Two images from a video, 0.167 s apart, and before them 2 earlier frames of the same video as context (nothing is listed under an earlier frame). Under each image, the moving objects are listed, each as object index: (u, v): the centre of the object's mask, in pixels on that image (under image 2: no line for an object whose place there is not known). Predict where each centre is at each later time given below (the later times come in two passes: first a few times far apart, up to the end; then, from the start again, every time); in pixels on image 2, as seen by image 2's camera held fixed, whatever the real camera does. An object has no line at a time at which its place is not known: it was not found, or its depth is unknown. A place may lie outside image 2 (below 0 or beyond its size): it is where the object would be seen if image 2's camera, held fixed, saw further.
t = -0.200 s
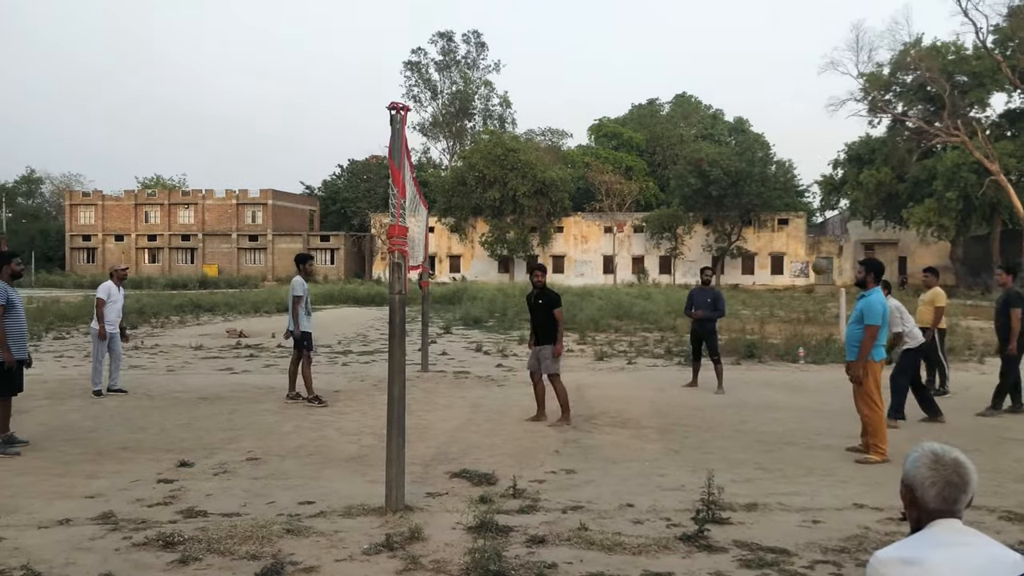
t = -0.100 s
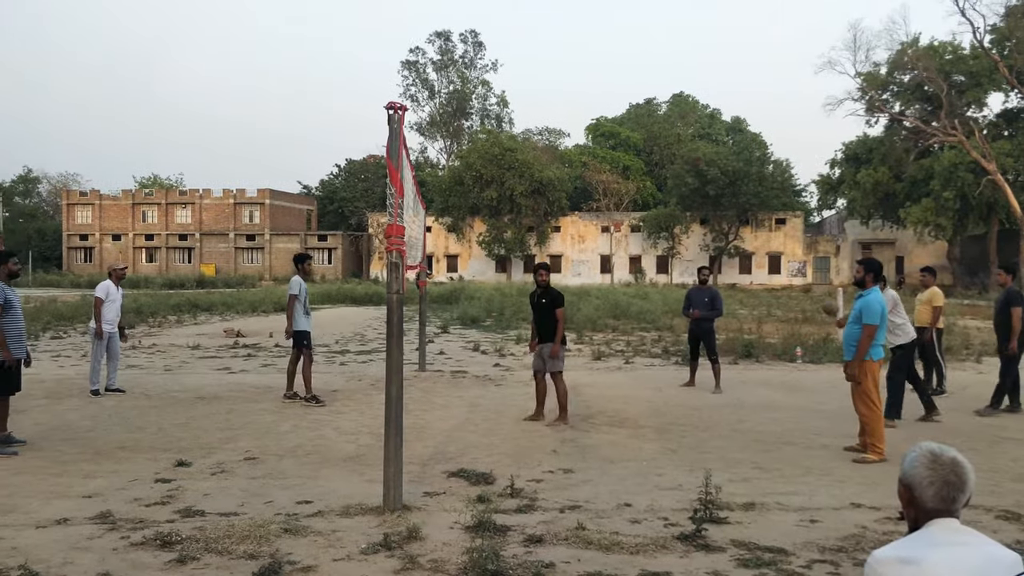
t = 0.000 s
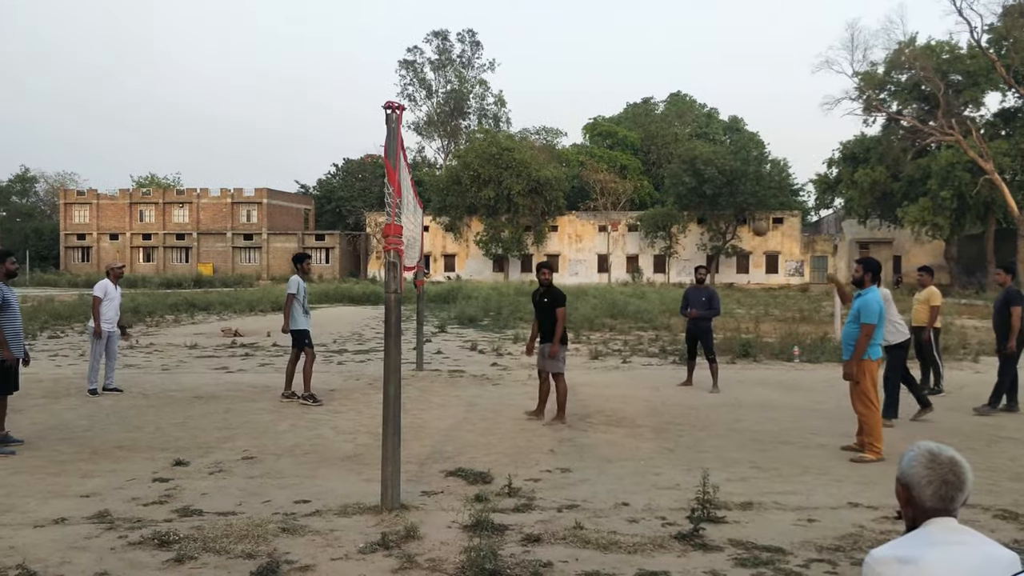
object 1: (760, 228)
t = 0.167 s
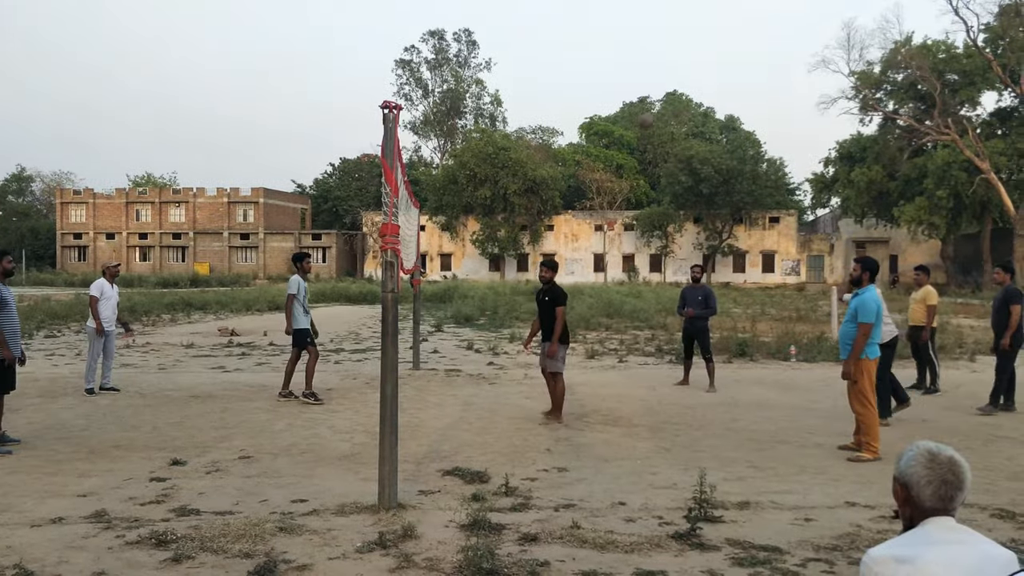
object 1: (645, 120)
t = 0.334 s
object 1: (534, 44)
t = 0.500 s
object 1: (428, -7)
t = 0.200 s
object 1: (623, 104)
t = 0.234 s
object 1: (601, 88)
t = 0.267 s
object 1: (579, 73)
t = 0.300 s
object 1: (556, 58)
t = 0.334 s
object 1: (534, 44)
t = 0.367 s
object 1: (511, 31)
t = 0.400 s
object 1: (490, 20)
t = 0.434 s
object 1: (469, 10)
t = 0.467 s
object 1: (449, 1)
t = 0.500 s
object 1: (428, -7)
